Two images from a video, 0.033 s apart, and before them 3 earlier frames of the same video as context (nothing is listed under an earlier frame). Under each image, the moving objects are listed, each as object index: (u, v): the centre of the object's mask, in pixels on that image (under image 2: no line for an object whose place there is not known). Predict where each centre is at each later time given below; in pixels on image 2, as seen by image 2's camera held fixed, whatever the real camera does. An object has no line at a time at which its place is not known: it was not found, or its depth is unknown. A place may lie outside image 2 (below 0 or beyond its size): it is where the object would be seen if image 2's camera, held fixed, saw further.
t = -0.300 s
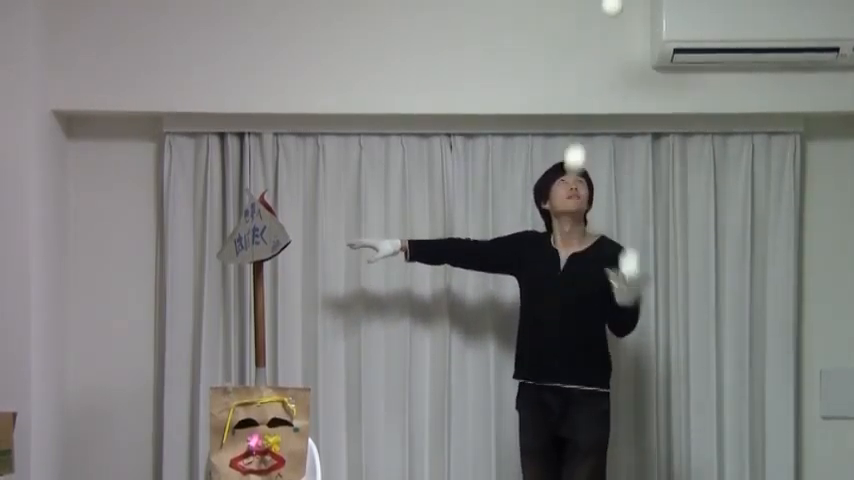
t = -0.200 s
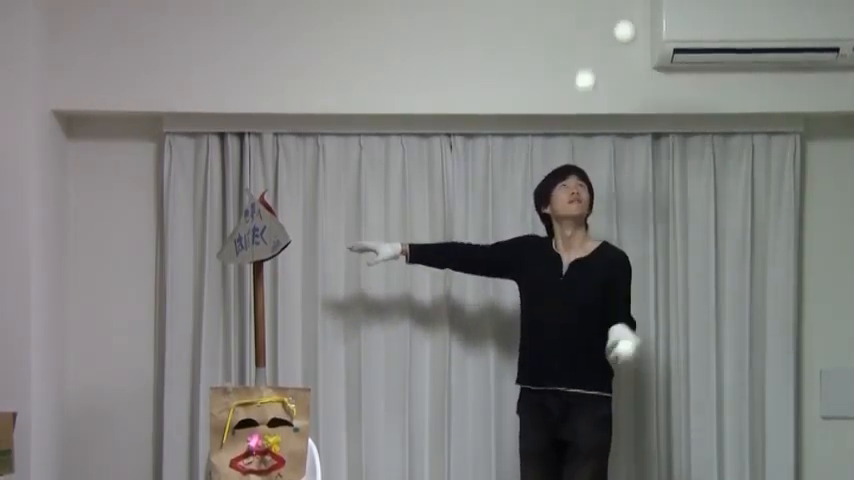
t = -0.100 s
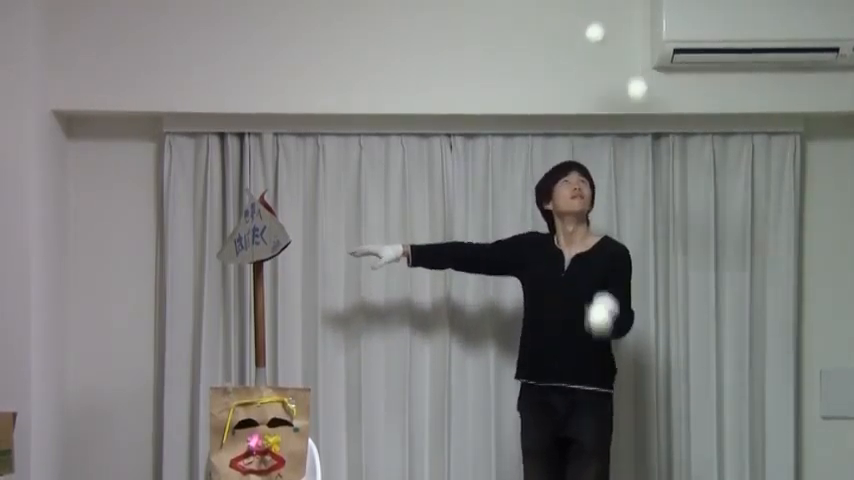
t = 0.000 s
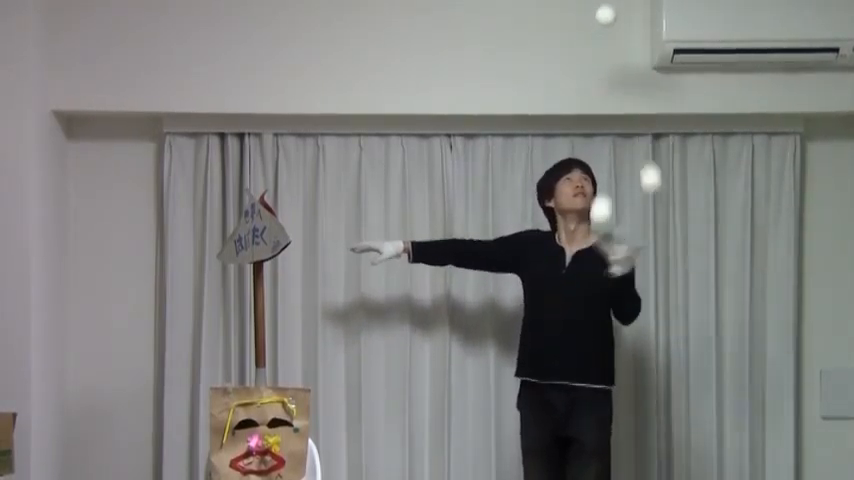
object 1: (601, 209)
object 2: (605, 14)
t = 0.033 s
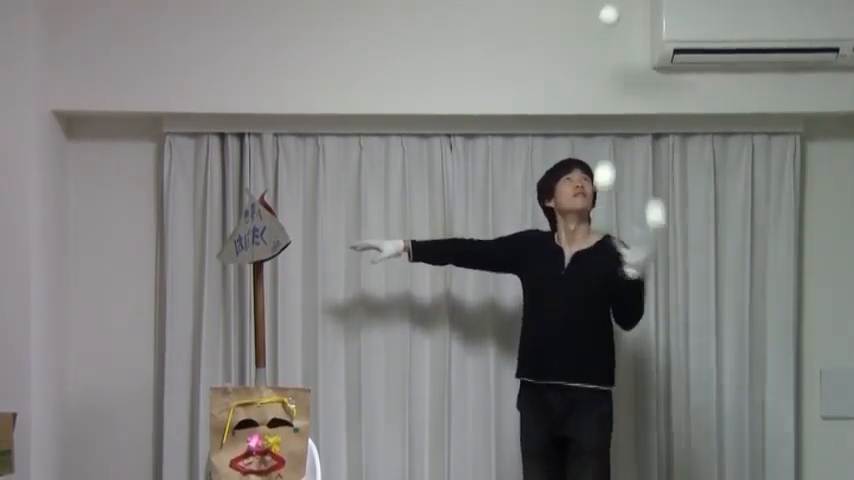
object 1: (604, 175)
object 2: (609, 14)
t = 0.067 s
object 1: (607, 145)
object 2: (612, 17)
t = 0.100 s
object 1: (610, 117)
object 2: (615, 24)
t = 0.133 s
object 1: (614, 93)
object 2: (619, 34)
